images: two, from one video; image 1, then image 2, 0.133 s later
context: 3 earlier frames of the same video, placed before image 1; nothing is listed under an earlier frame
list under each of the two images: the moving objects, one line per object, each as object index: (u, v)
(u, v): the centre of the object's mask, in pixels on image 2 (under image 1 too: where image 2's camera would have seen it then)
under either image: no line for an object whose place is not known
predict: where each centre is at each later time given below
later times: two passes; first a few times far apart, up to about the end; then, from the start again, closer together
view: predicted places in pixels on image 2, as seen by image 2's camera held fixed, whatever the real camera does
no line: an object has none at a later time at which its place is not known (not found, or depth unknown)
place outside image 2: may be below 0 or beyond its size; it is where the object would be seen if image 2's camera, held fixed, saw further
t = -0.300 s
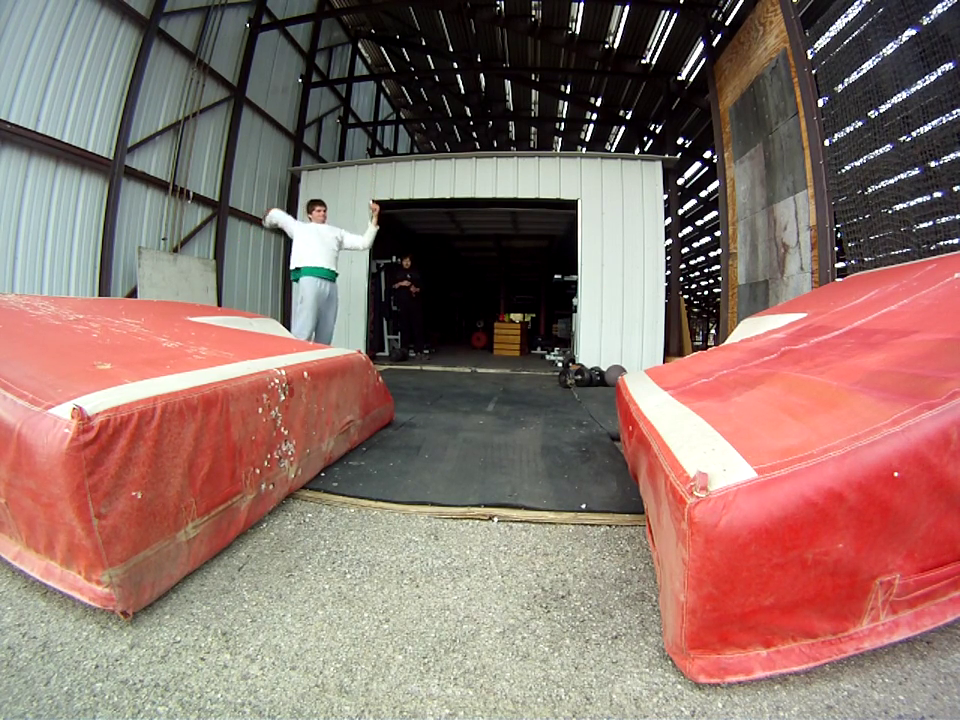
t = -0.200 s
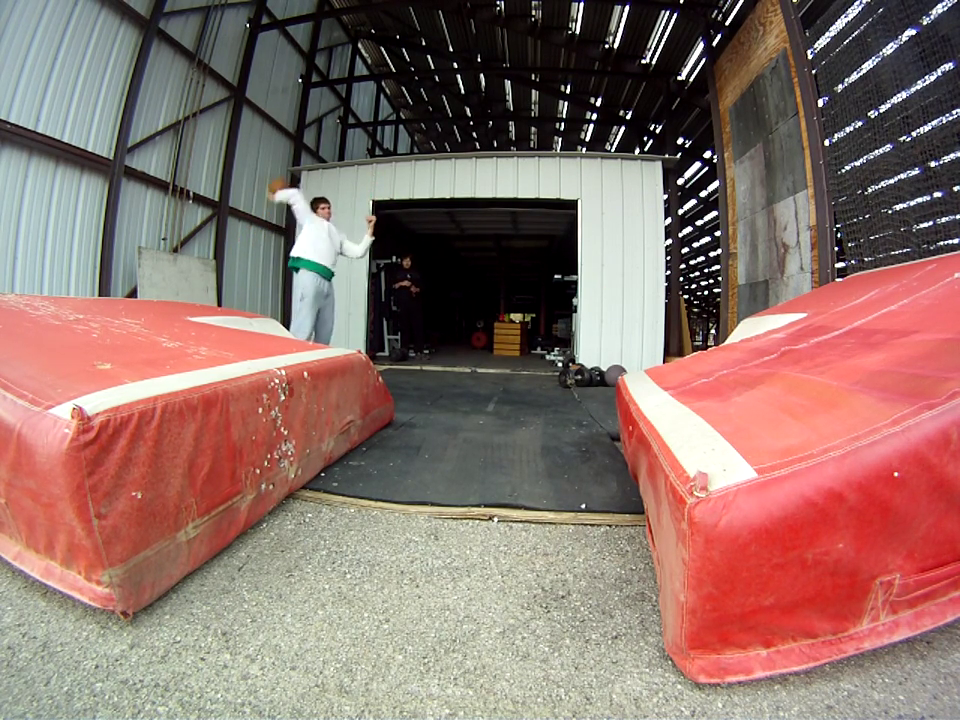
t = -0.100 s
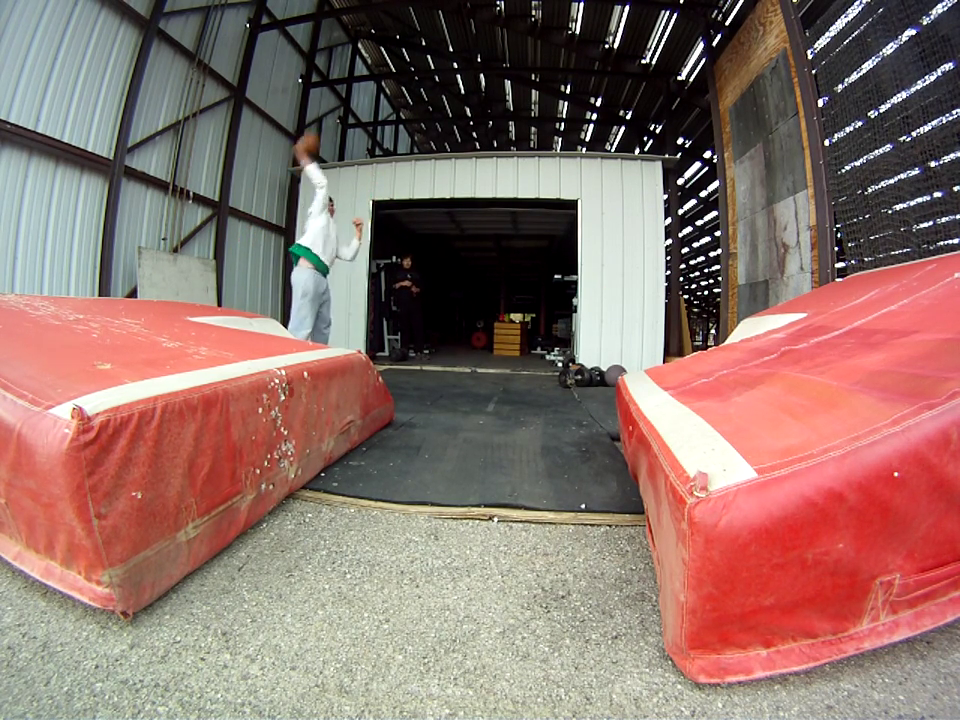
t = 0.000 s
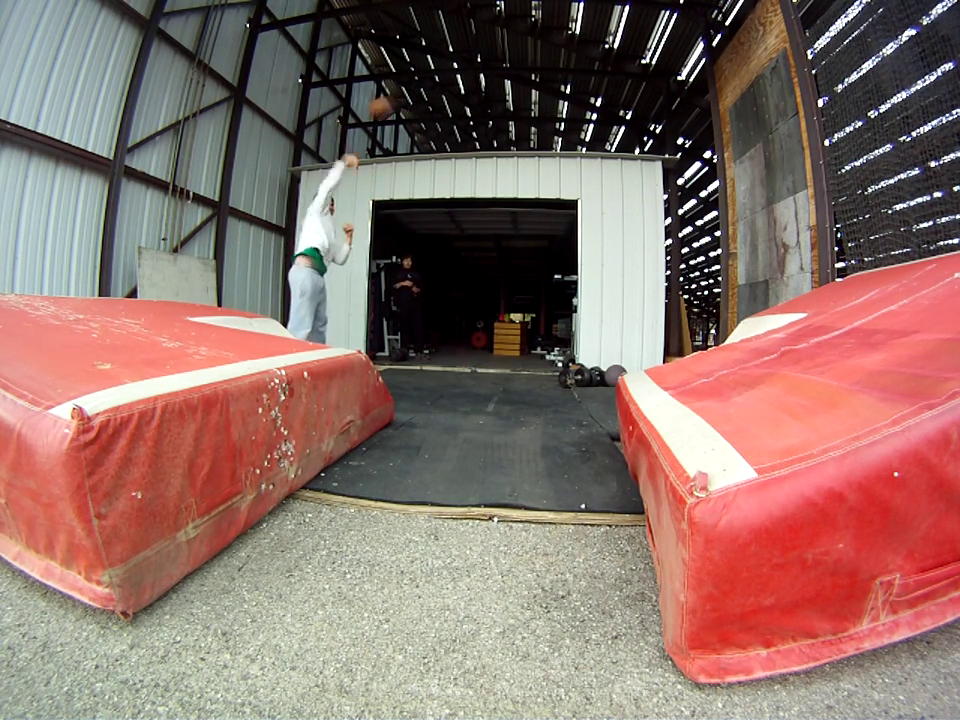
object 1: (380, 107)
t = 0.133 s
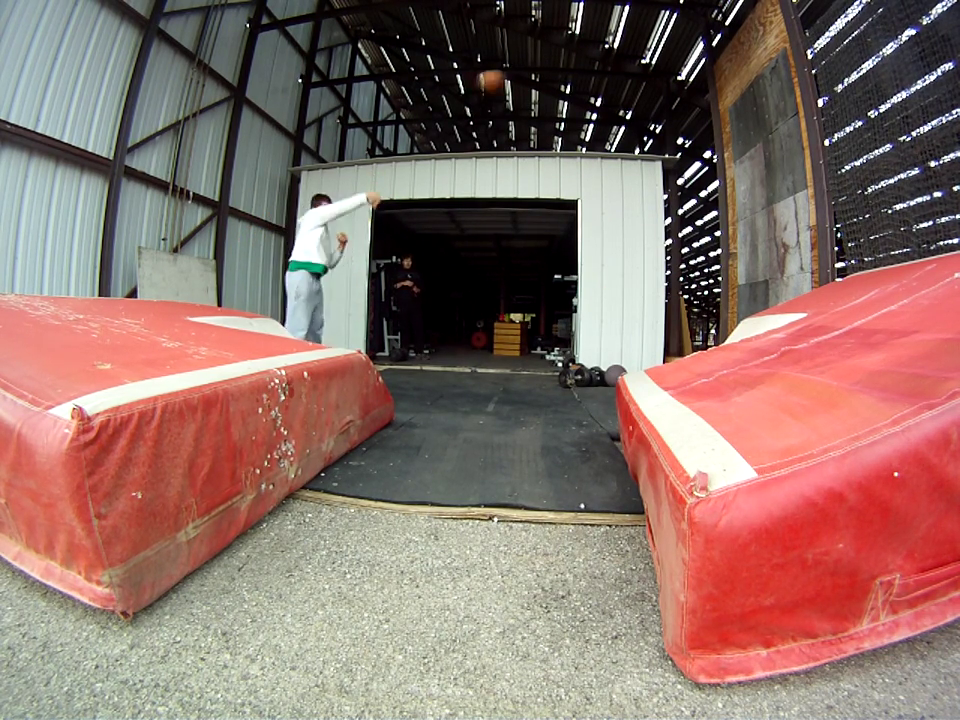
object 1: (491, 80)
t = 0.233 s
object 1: (578, 76)
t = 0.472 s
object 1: (769, 125)
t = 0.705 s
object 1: (702, 178)
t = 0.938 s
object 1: (605, 325)
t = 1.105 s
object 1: (539, 362)
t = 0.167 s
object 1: (519, 76)
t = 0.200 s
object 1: (550, 75)
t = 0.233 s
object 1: (578, 76)
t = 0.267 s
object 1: (607, 79)
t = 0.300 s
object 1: (635, 82)
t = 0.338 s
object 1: (663, 88)
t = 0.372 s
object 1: (691, 94)
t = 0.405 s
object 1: (717, 102)
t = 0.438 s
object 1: (746, 113)
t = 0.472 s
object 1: (769, 125)
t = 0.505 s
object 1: (763, 128)
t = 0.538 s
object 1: (754, 133)
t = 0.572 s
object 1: (744, 138)
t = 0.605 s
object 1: (733, 146)
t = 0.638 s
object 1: (723, 155)
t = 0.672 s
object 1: (713, 166)
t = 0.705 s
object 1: (702, 178)
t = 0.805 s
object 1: (666, 225)
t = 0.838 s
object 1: (651, 248)
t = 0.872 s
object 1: (637, 271)
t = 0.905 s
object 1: (621, 297)
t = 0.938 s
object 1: (605, 325)
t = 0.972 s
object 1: (587, 356)
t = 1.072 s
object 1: (548, 380)
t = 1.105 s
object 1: (539, 362)
